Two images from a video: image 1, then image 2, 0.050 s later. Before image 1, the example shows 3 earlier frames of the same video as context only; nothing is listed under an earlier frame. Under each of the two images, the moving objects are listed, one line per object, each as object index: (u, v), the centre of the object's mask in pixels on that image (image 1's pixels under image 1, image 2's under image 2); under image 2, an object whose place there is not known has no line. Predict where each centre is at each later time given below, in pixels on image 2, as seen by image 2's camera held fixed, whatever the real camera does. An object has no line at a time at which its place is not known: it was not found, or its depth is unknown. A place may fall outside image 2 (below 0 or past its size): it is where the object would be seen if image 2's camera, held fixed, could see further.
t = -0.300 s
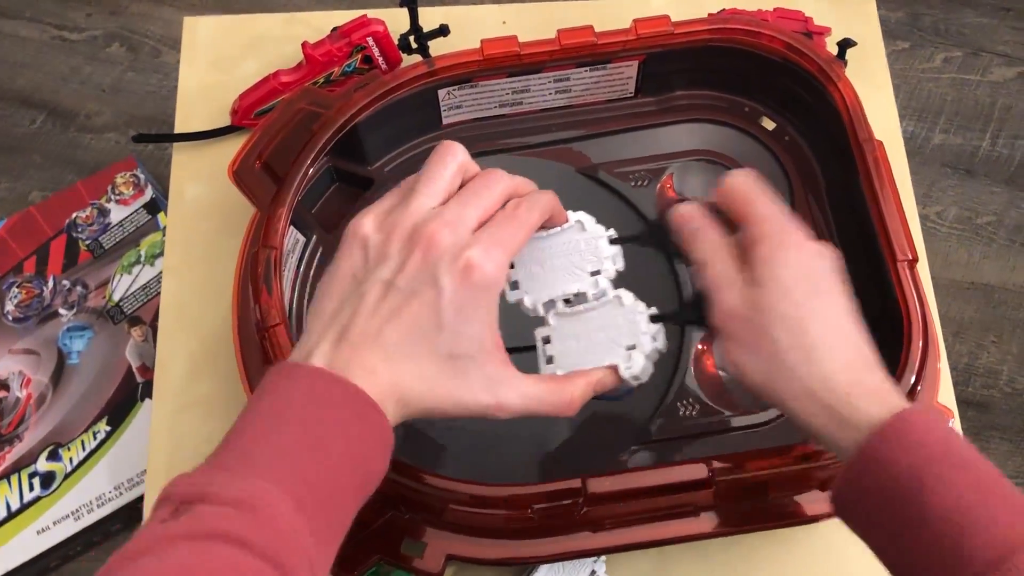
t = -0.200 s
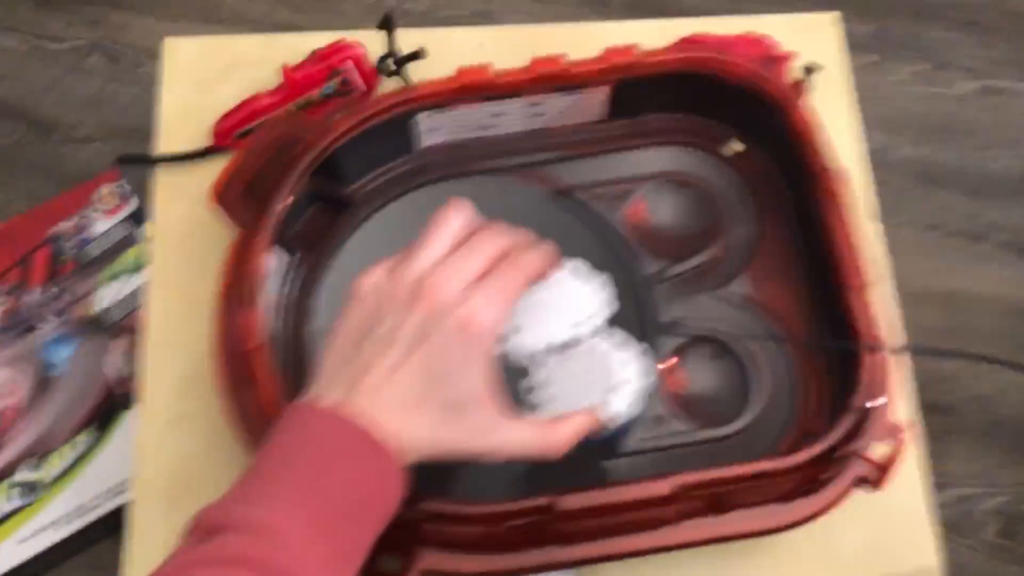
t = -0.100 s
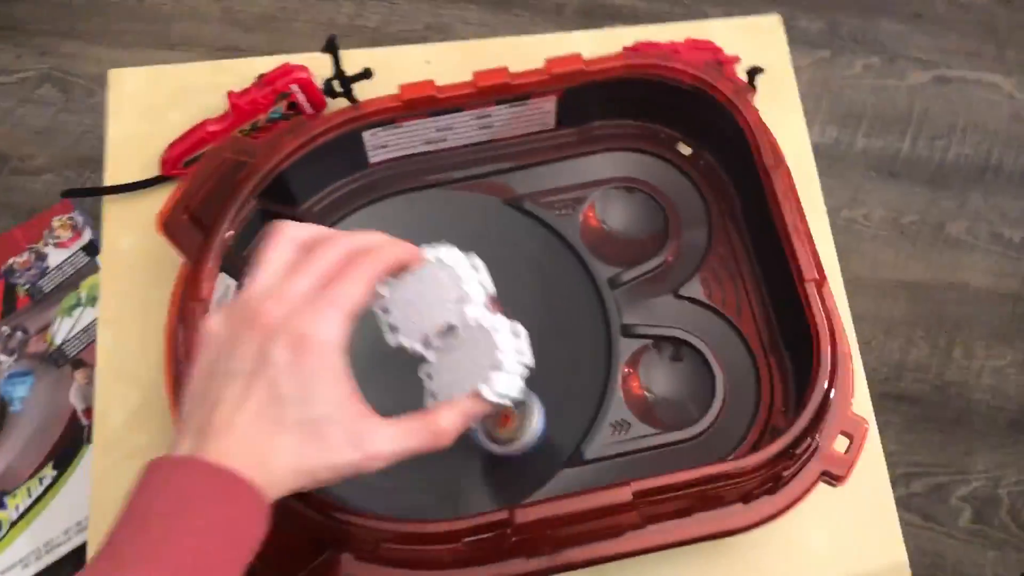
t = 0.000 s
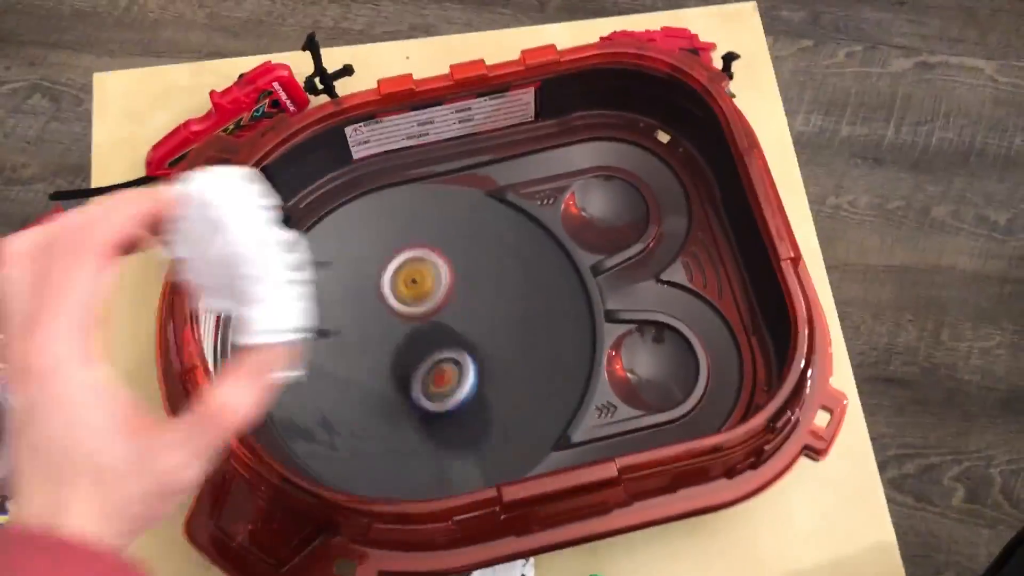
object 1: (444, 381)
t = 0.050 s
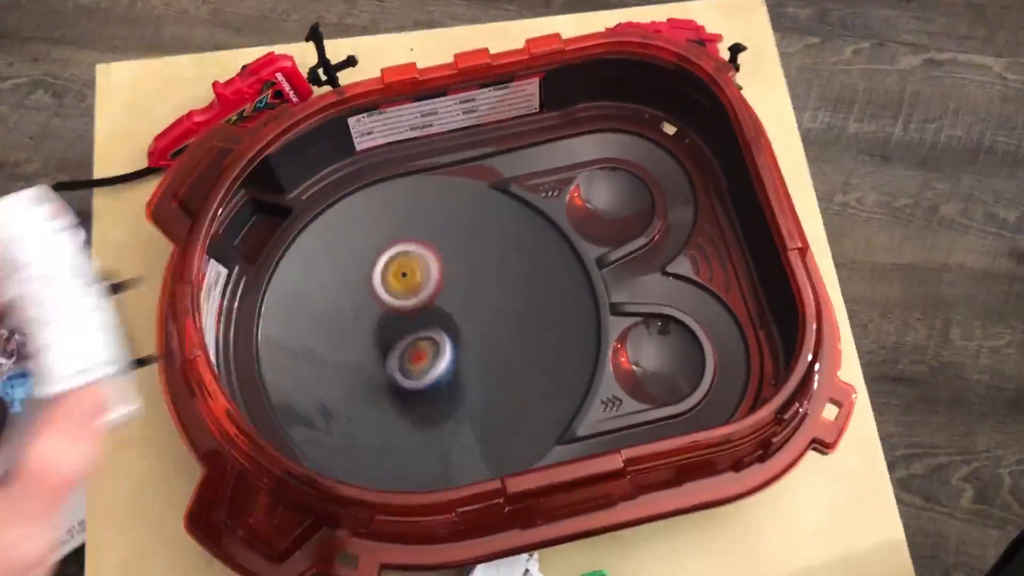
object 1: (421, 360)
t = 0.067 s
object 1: (412, 357)
